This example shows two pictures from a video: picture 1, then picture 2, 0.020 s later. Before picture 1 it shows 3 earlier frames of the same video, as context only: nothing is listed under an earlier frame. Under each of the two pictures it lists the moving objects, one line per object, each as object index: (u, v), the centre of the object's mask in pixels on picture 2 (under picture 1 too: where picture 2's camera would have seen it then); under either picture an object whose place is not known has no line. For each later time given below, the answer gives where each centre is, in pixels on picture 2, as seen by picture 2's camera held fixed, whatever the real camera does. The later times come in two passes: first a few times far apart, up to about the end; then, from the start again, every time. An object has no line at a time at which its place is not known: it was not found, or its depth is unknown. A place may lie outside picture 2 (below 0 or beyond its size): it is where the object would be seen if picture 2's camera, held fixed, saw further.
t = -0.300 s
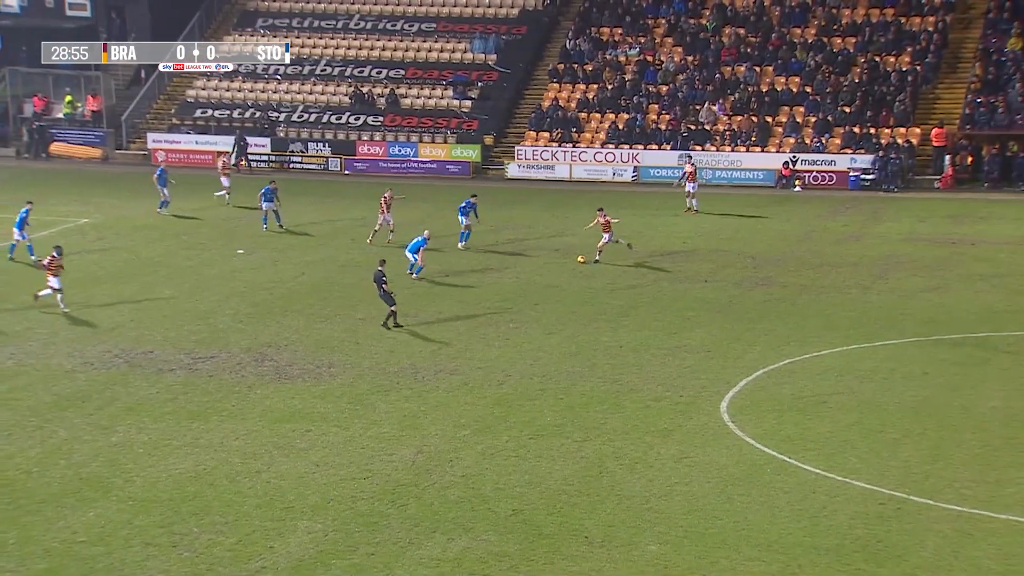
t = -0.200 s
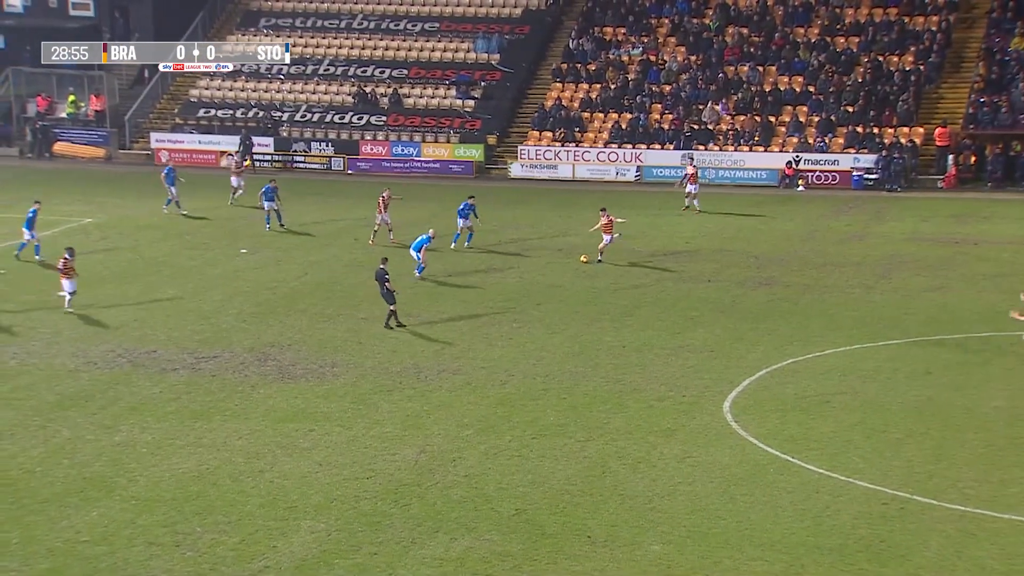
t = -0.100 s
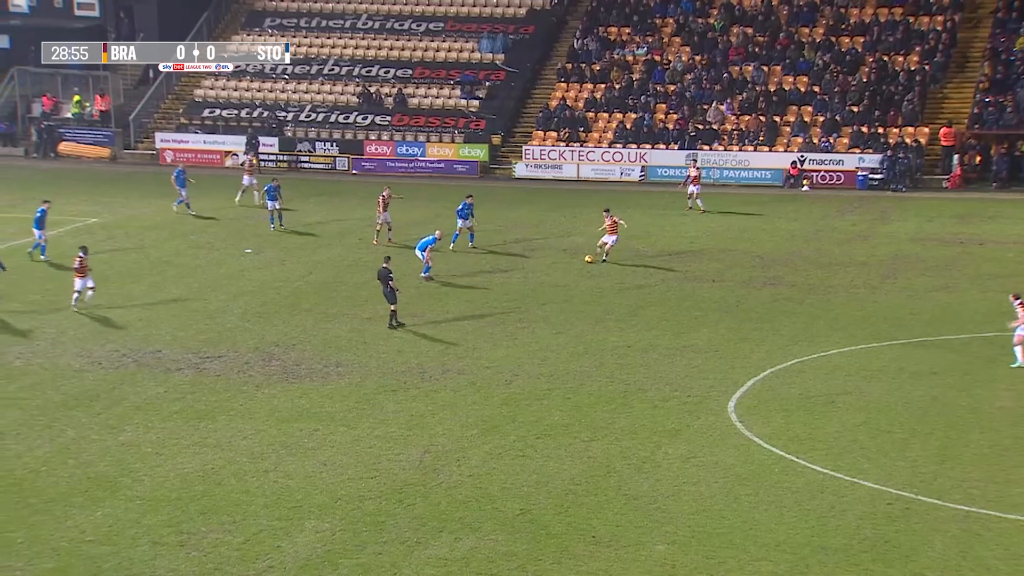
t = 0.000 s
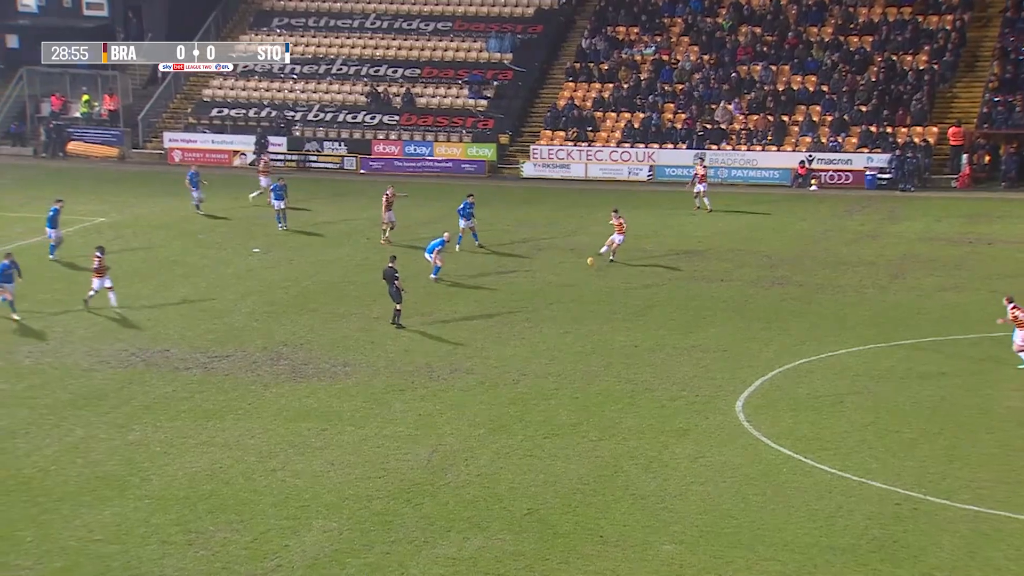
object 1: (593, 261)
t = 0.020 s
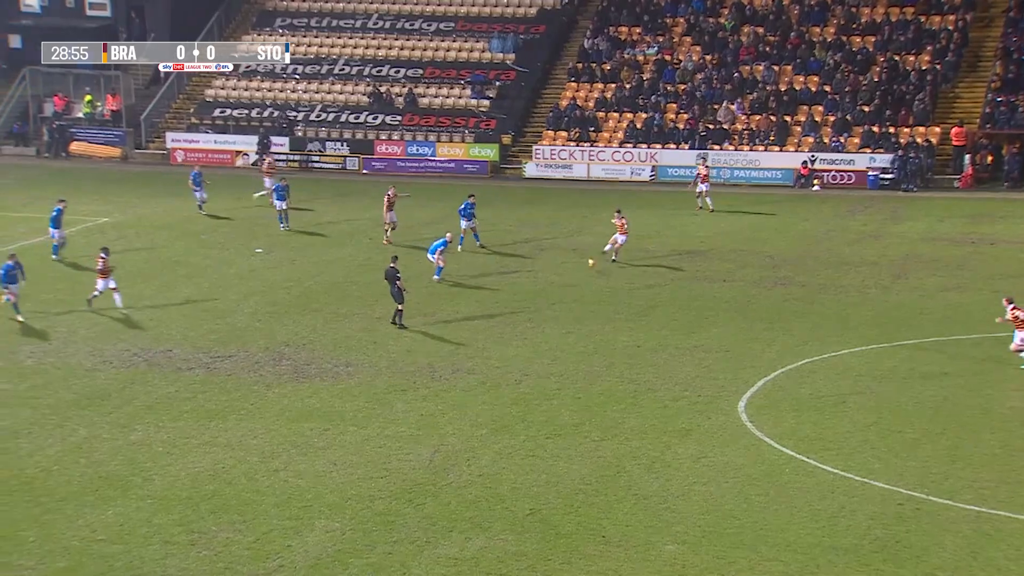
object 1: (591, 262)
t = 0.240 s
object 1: (577, 289)
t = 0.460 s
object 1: (573, 304)
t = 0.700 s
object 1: (573, 338)
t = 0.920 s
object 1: (577, 359)
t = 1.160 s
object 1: (586, 385)
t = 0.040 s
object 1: (590, 264)
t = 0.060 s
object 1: (588, 266)
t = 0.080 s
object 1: (586, 268)
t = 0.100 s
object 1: (585, 270)
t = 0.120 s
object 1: (584, 272)
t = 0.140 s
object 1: (583, 274)
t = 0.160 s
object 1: (582, 277)
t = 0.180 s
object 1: (581, 279)
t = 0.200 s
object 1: (579, 282)
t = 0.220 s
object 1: (579, 286)
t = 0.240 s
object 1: (577, 289)
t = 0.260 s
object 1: (577, 293)
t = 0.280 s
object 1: (577, 295)
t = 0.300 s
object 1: (576, 295)
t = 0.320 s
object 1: (575, 296)
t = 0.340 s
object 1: (575, 297)
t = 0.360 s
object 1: (575, 298)
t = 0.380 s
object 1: (575, 298)
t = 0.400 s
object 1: (574, 299)
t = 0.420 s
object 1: (573, 301)
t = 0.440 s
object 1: (573, 302)
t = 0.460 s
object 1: (573, 304)
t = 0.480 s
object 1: (573, 306)
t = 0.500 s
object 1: (573, 308)
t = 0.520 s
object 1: (572, 310)
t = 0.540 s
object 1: (572, 313)
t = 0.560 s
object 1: (572, 316)
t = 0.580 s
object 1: (572, 319)
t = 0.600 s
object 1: (572, 322)
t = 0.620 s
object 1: (572, 325)
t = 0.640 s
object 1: (572, 329)
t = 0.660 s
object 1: (573, 333)
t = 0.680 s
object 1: (573, 336)
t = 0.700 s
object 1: (573, 338)
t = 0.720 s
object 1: (573, 338)
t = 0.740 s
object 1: (574, 340)
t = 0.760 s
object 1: (574, 341)
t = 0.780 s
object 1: (574, 343)
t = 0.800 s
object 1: (574, 345)
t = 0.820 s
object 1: (575, 346)
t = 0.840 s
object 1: (576, 348)
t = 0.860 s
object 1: (576, 351)
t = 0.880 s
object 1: (576, 353)
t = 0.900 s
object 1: (577, 356)
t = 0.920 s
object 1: (577, 359)
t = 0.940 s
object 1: (578, 362)
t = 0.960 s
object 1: (579, 365)
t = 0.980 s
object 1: (580, 368)
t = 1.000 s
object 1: (580, 369)
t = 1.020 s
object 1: (581, 371)
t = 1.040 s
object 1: (582, 372)
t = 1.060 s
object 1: (582, 373)
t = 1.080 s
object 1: (583, 375)
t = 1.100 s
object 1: (584, 377)
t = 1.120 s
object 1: (585, 379)
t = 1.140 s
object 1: (586, 383)
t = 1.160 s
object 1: (586, 385)
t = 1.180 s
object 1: (588, 388)
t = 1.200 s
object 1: (588, 389)
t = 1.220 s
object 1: (589, 390)
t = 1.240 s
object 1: (590, 392)
